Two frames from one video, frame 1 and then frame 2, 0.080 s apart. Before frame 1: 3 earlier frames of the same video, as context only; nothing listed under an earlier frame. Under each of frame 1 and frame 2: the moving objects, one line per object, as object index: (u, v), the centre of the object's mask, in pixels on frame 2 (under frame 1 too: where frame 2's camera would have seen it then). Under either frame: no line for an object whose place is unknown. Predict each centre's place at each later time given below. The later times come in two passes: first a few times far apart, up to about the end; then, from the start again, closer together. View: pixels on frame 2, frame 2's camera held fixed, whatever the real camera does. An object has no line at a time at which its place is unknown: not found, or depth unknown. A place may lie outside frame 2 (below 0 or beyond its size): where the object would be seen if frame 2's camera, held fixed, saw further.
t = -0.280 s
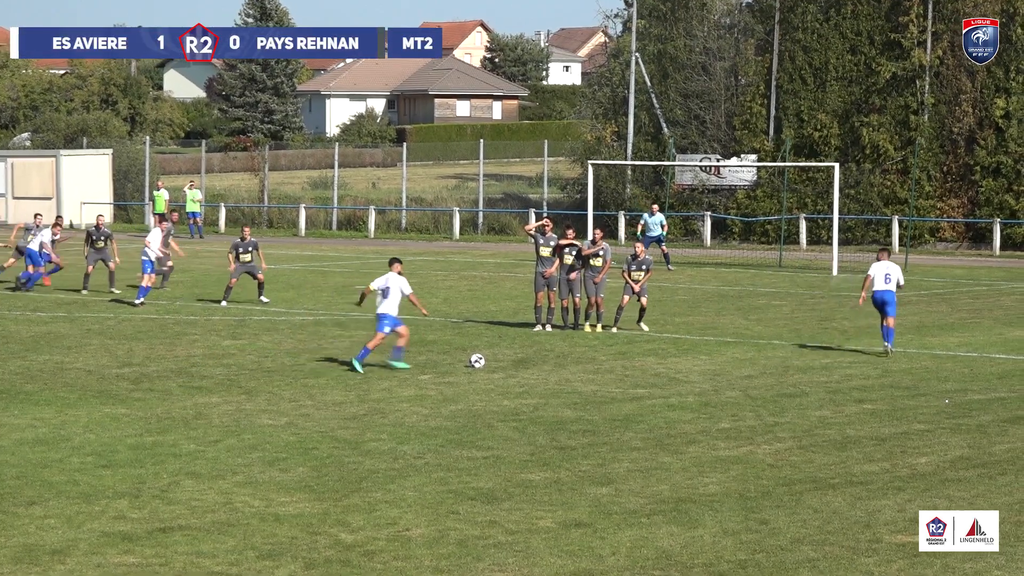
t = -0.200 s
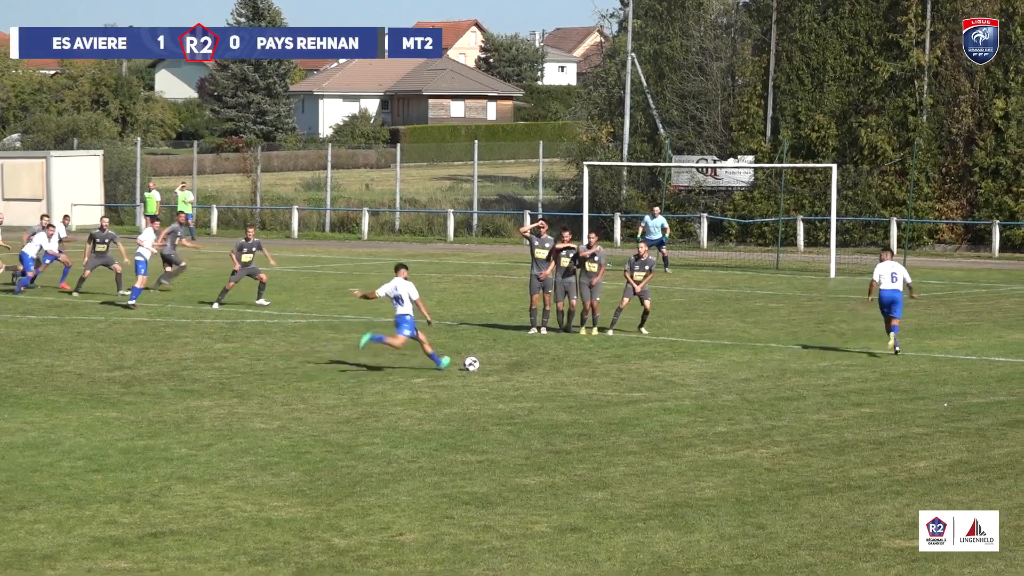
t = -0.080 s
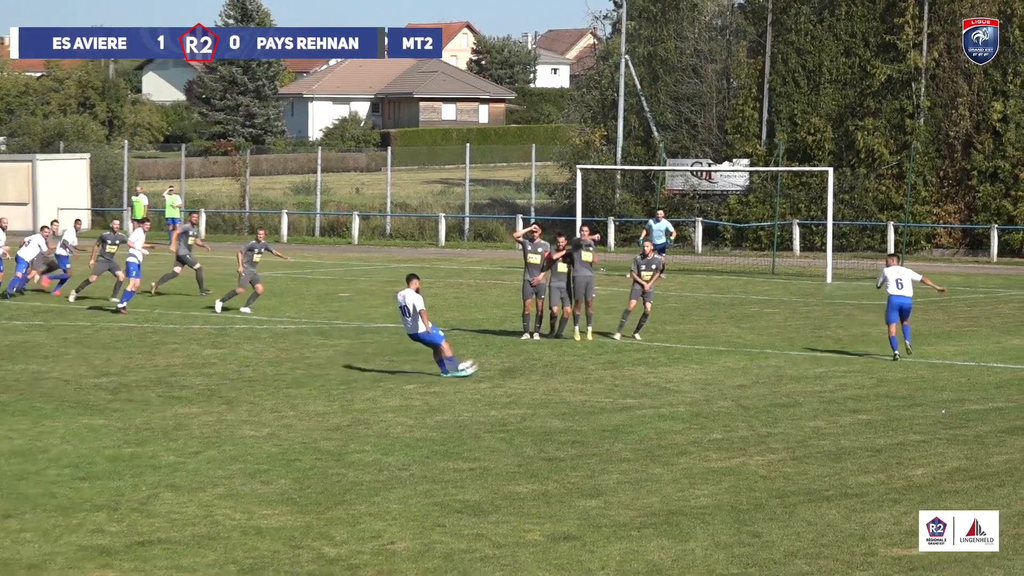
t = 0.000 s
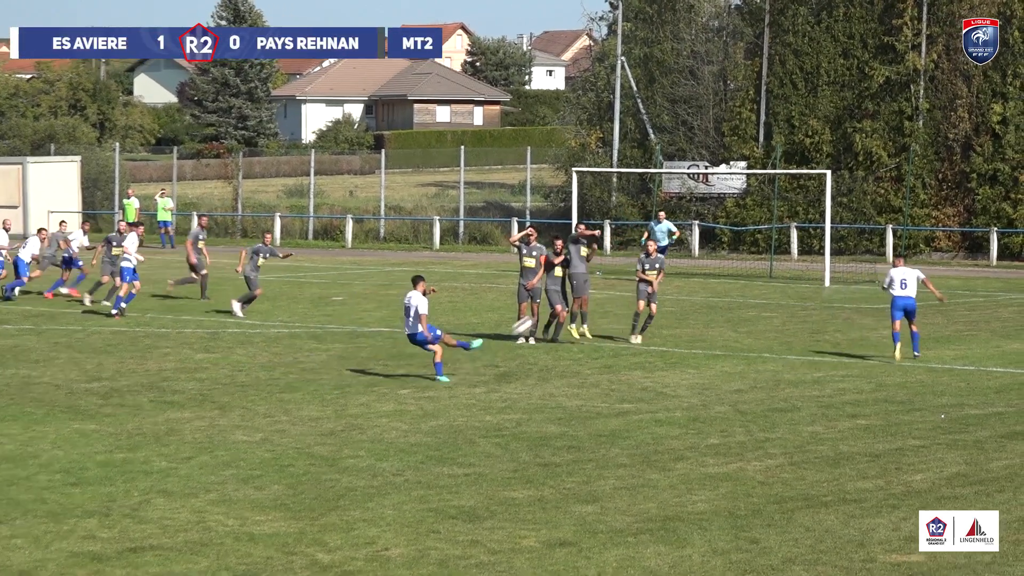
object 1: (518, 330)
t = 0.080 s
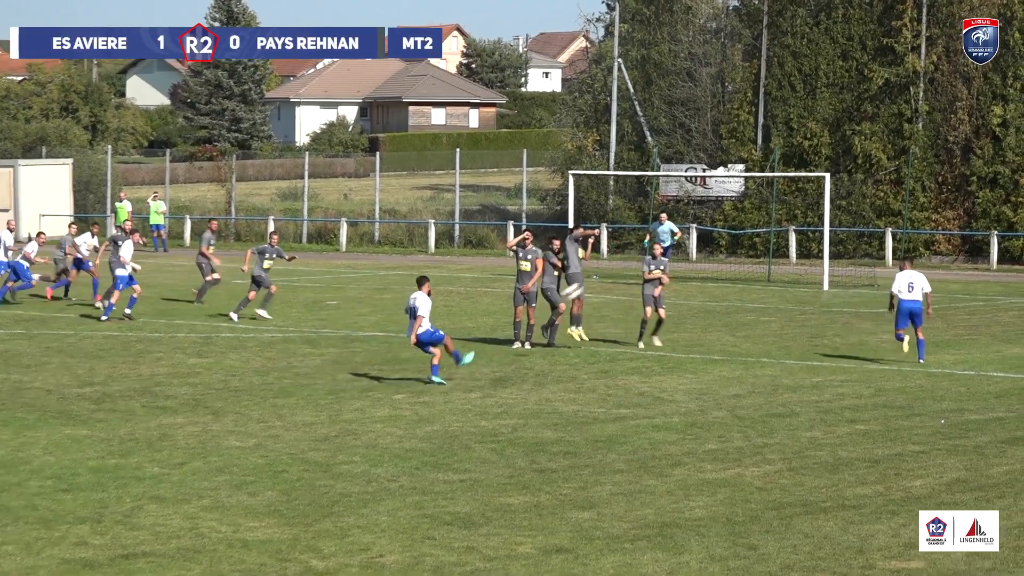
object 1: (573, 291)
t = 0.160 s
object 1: (618, 260)
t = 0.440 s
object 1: (721, 202)
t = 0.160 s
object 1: (618, 260)
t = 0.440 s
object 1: (721, 202)
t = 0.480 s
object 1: (730, 199)
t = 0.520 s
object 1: (740, 197)
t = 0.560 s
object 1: (748, 197)
